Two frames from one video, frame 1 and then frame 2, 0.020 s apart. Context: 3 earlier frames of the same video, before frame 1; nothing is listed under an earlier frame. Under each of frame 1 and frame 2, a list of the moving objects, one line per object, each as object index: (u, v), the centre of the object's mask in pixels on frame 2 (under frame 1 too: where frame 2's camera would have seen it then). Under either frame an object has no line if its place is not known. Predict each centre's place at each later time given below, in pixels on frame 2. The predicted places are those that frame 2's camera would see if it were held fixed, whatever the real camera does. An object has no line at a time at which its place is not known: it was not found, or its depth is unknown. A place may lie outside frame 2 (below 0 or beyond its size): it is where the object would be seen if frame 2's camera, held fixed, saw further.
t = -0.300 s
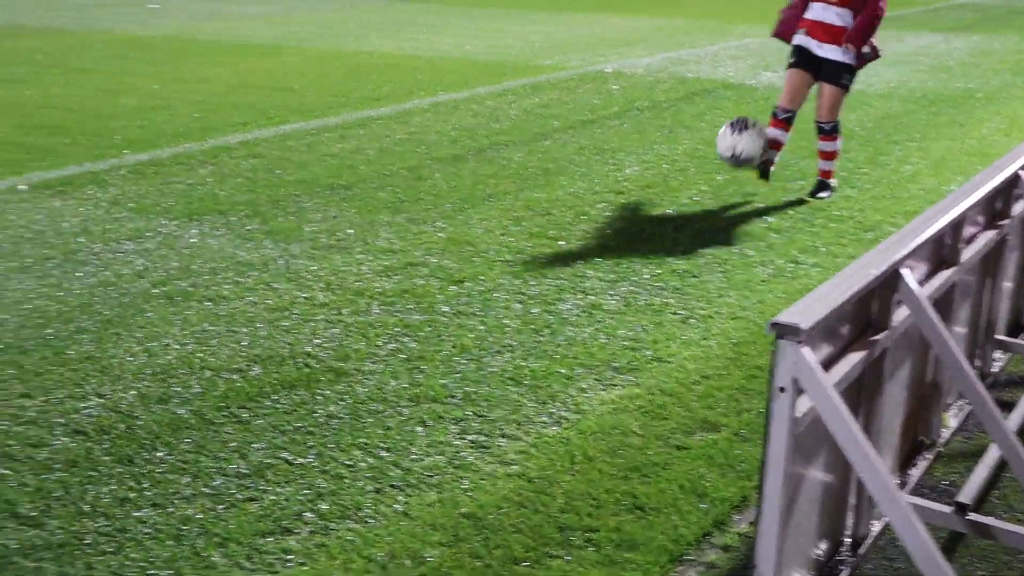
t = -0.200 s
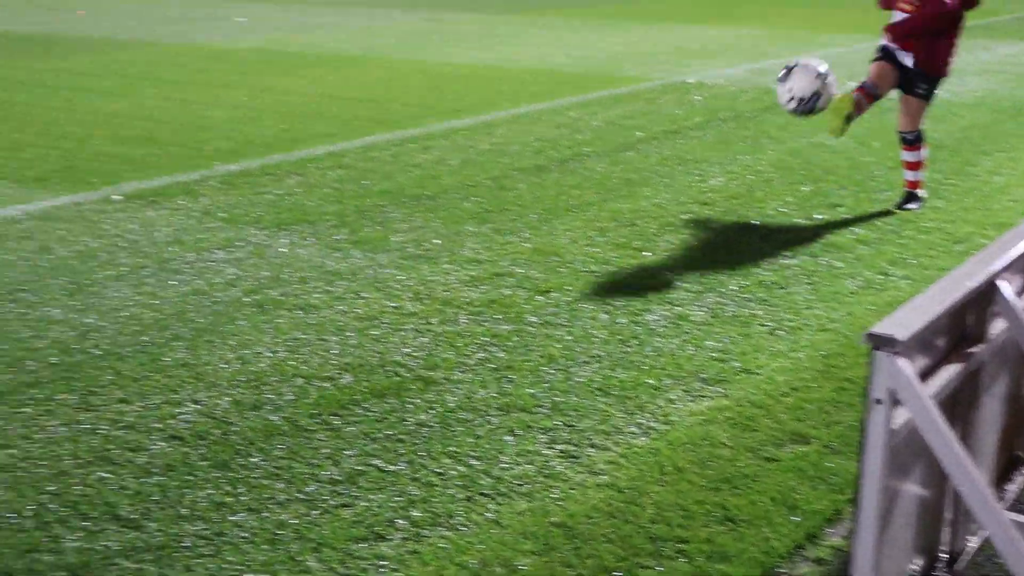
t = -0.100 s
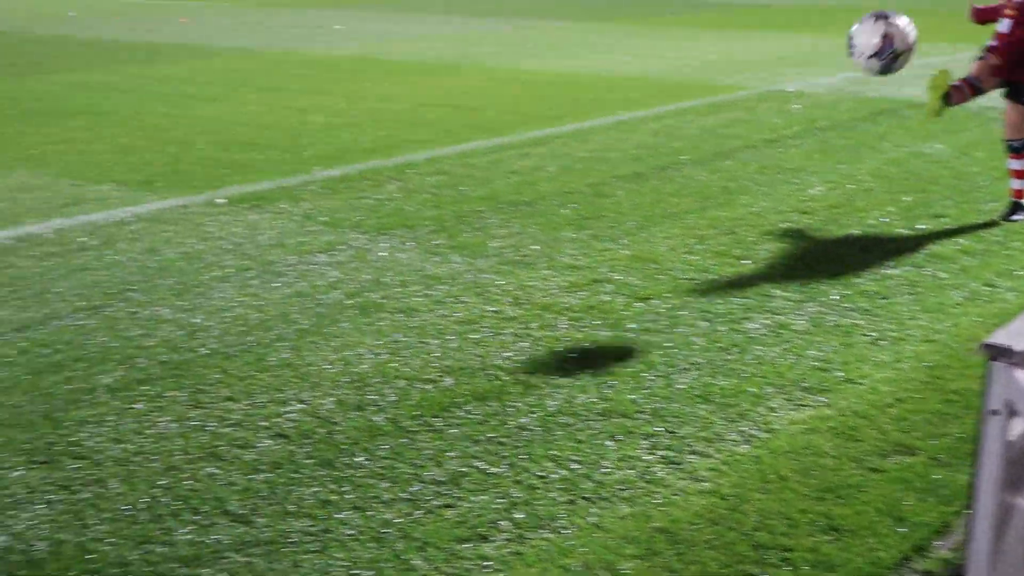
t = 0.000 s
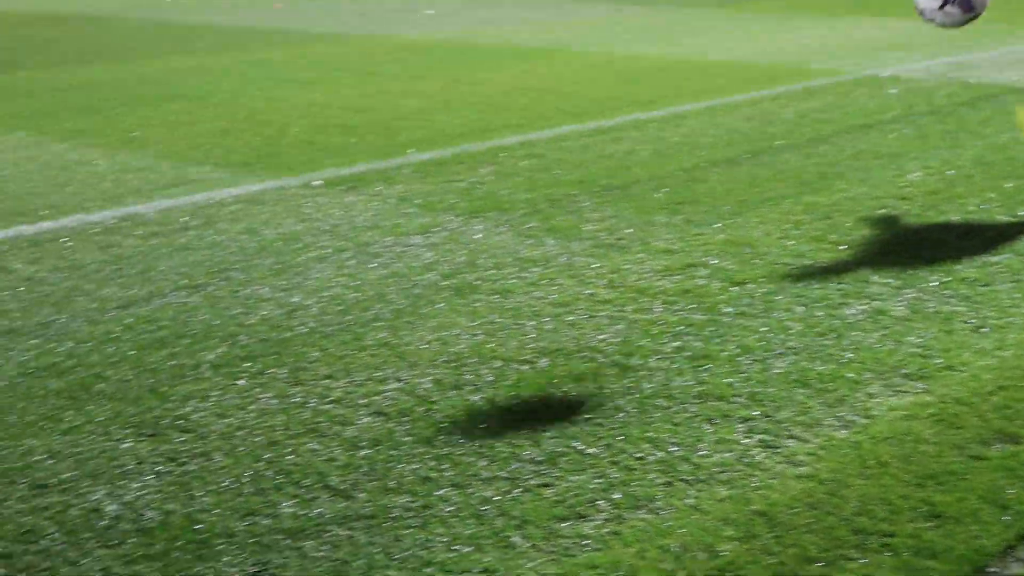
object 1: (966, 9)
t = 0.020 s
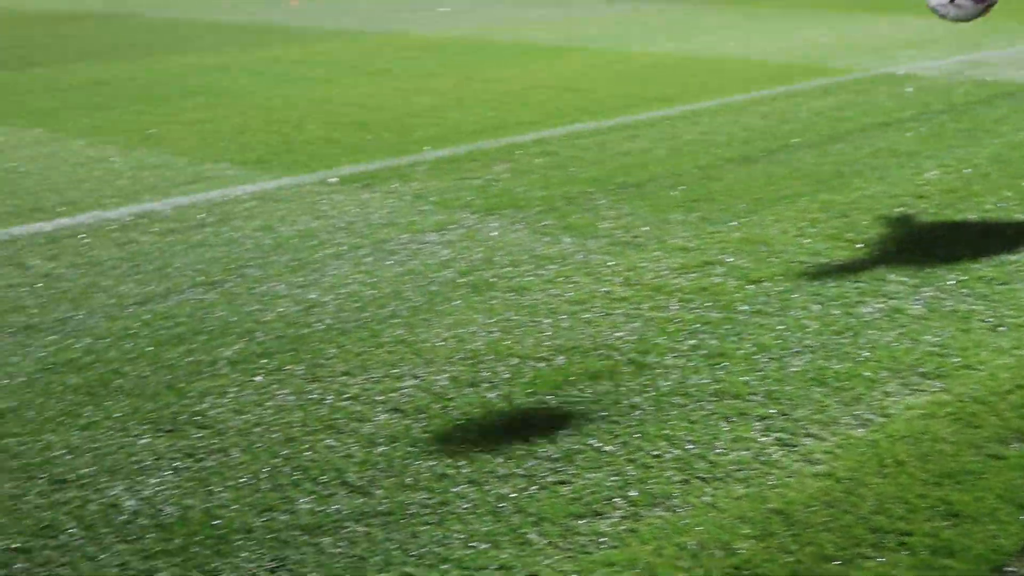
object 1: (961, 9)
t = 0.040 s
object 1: (954, 9)
